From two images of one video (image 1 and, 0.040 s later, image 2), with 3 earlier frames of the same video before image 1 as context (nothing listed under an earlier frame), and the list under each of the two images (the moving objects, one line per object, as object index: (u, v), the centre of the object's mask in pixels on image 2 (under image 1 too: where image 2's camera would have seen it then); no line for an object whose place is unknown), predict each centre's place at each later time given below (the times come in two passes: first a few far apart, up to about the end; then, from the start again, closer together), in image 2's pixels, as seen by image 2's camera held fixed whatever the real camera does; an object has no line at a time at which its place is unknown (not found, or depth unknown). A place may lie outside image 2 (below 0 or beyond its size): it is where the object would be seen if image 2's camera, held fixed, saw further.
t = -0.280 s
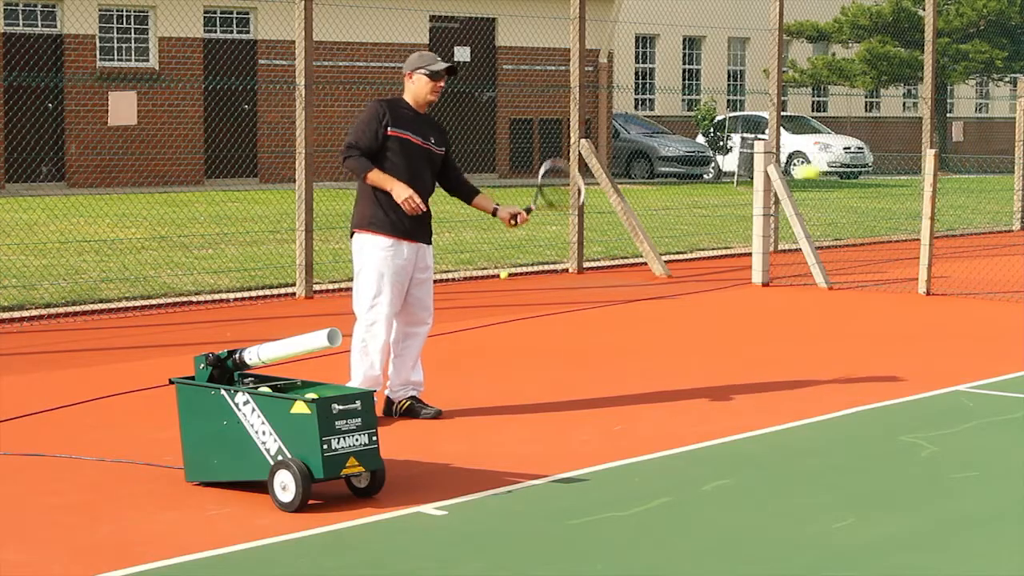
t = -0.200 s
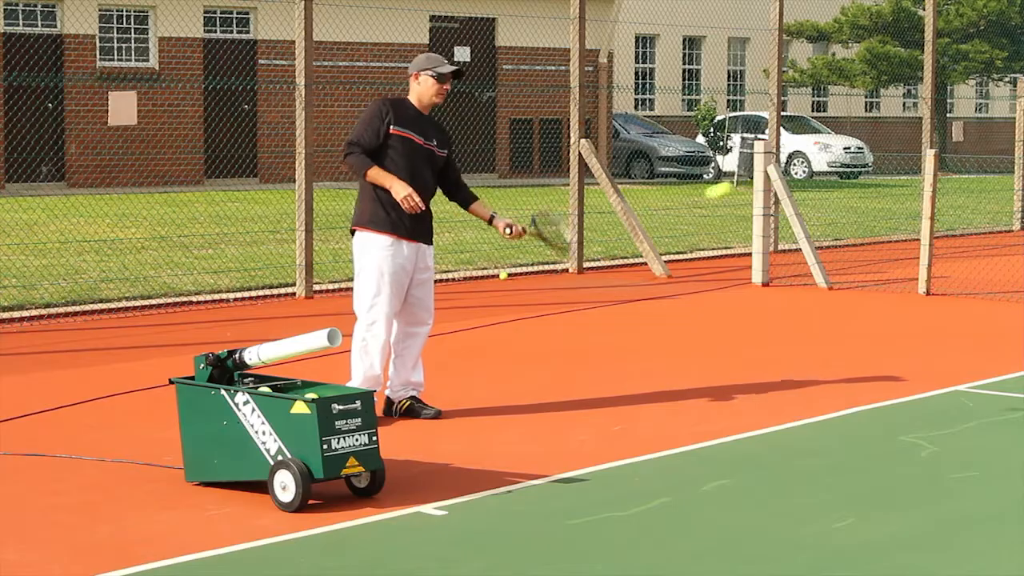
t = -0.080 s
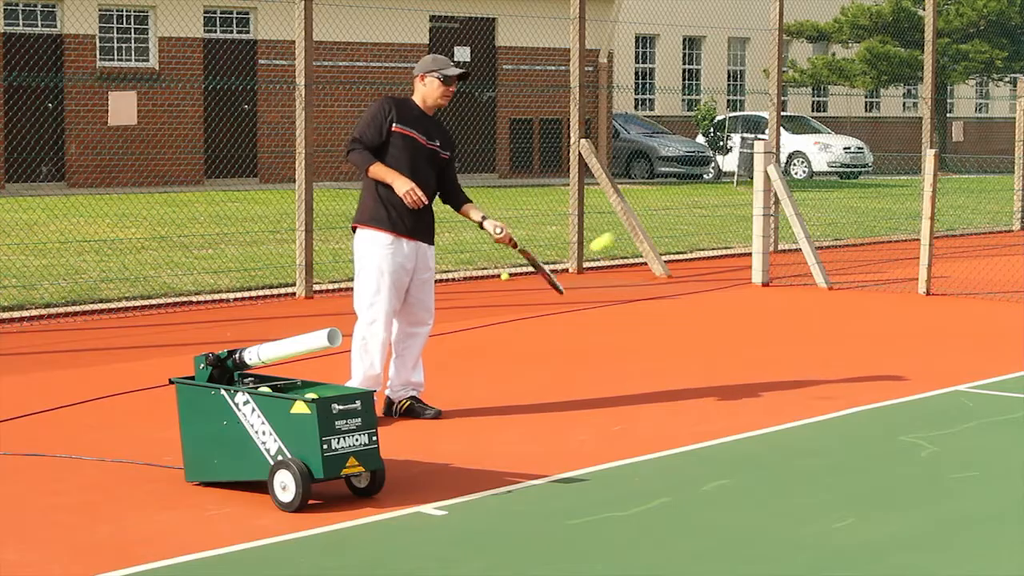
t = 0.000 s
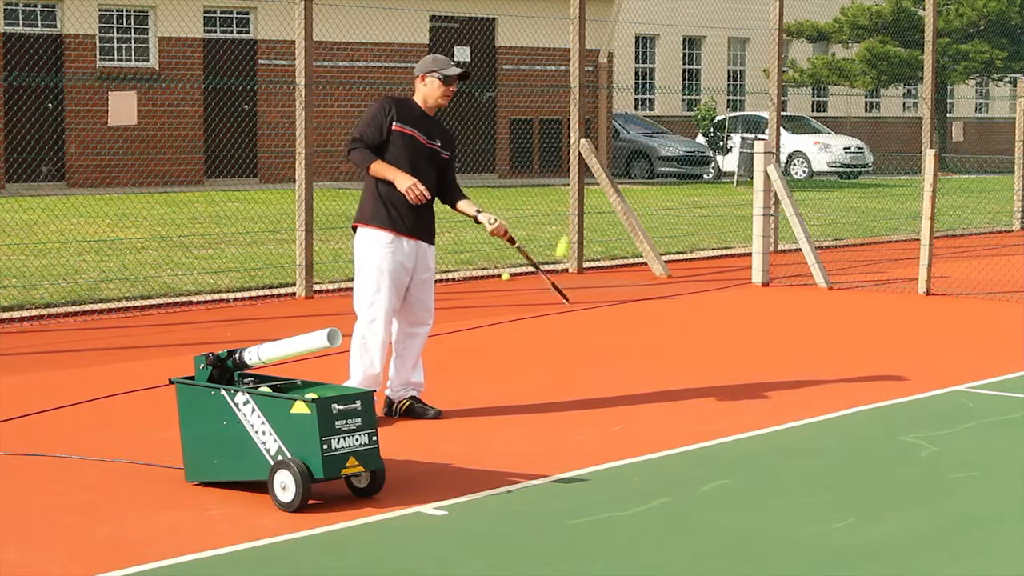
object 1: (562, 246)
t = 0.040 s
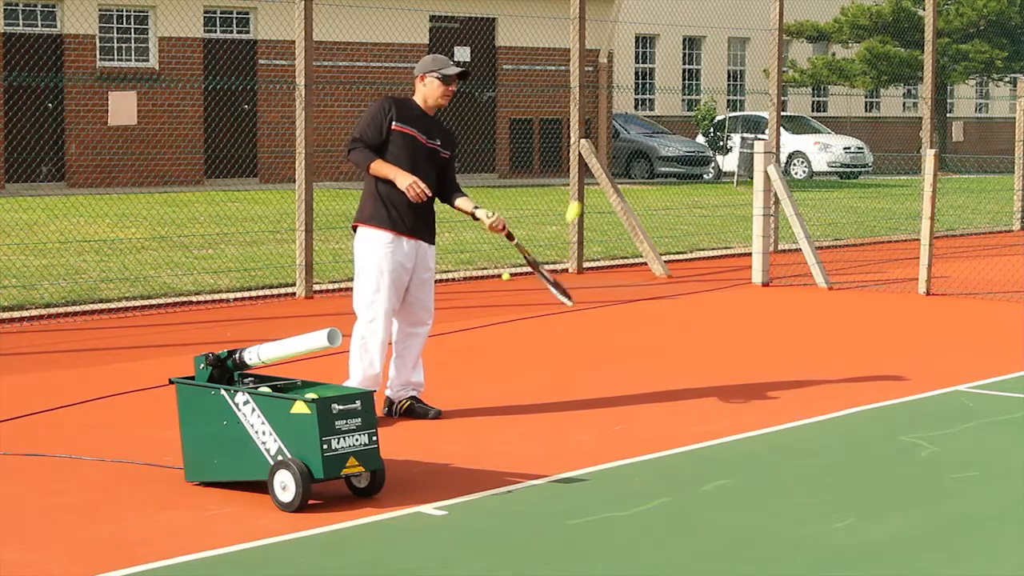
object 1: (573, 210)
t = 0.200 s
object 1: (614, 106)
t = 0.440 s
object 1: (668, 44)
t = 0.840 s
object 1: (743, 158)
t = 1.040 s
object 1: (774, 293)
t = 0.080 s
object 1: (584, 179)
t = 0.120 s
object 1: (594, 151)
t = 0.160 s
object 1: (605, 126)
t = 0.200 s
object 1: (614, 106)
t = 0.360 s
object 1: (651, 52)
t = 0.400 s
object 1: (659, 47)
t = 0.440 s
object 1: (668, 44)
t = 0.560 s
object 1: (692, 52)
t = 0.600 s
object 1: (699, 60)
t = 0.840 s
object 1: (743, 158)
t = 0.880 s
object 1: (748, 181)
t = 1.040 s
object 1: (774, 293)
